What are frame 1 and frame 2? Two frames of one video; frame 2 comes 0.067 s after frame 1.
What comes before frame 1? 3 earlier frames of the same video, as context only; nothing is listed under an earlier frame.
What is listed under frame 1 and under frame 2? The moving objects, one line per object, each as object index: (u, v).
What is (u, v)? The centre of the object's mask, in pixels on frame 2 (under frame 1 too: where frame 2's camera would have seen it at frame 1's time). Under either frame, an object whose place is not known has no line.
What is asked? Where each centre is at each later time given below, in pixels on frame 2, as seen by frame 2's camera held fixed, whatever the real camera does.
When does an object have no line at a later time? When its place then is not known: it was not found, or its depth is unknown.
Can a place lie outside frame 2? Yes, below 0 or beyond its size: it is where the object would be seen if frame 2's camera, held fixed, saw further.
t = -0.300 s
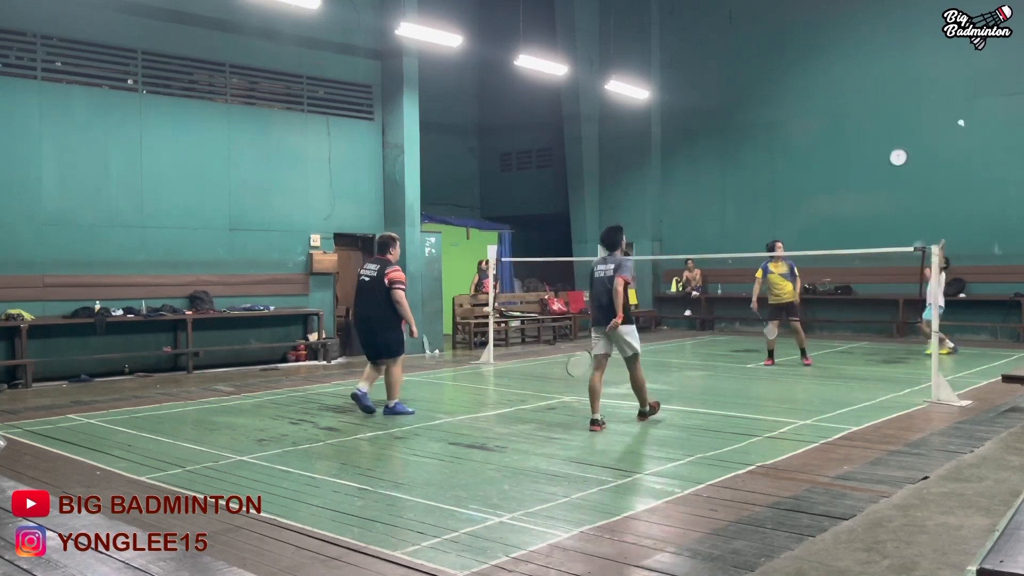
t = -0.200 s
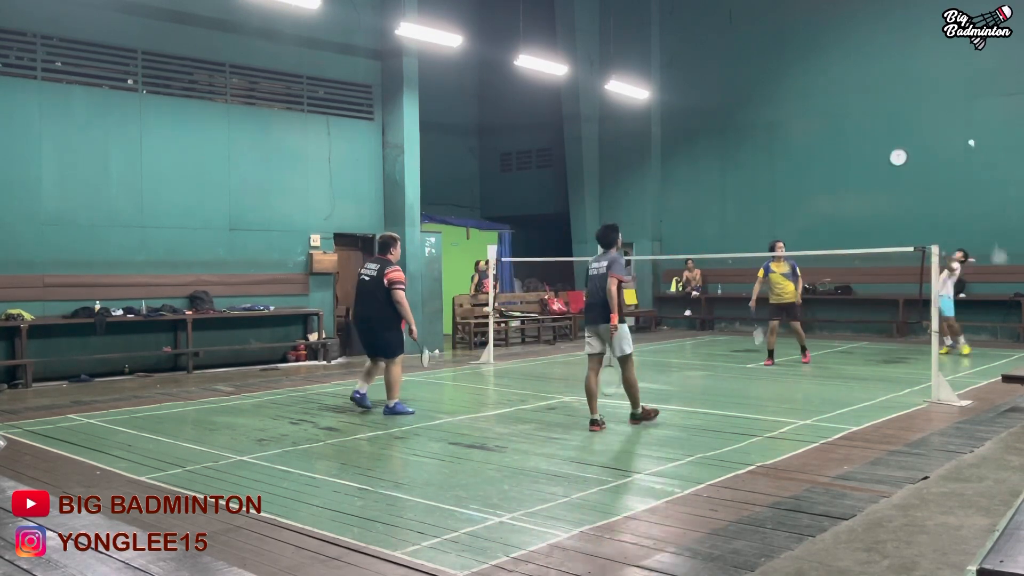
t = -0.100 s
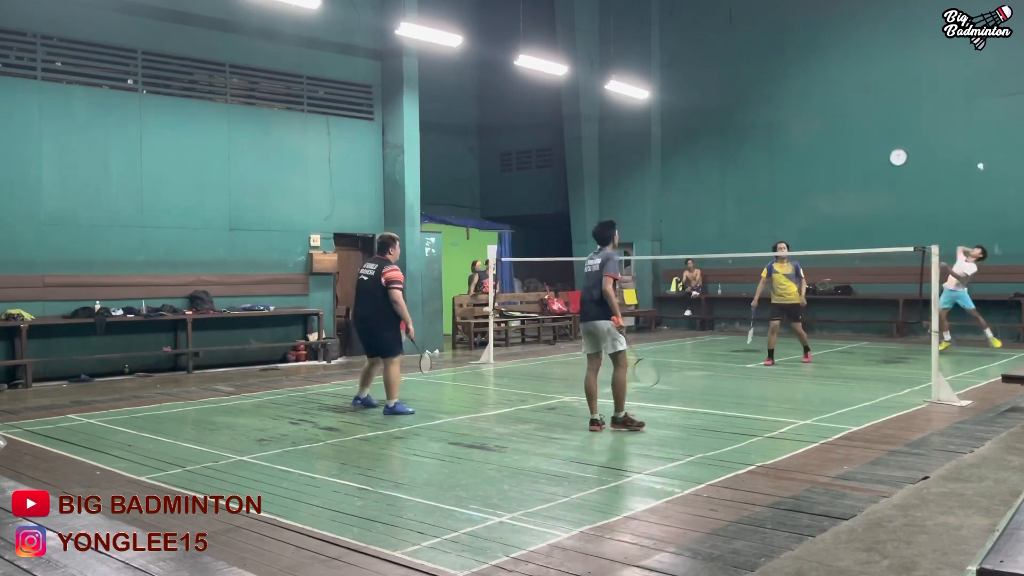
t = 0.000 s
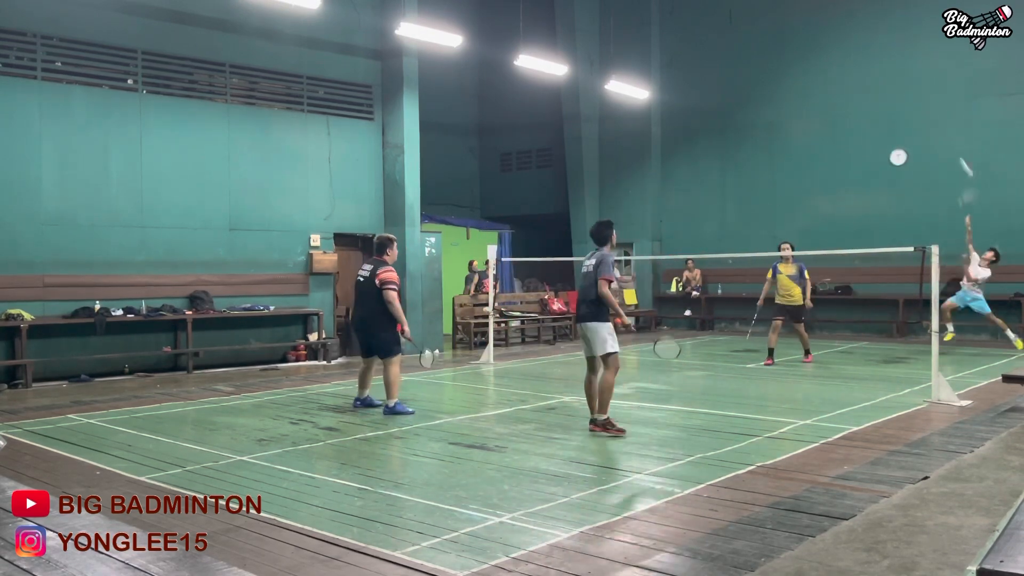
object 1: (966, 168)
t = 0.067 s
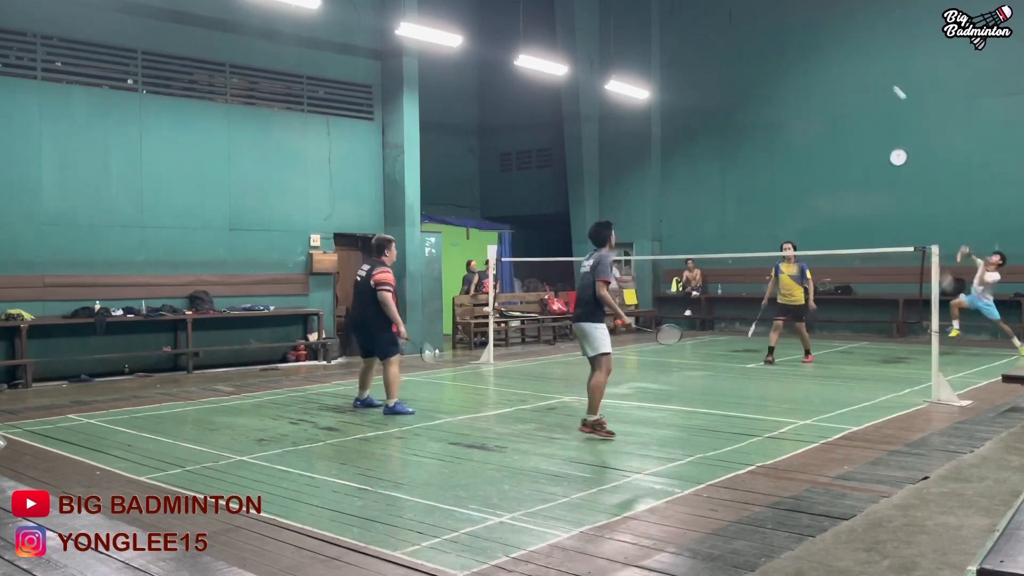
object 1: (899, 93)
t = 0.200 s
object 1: (807, 2)
